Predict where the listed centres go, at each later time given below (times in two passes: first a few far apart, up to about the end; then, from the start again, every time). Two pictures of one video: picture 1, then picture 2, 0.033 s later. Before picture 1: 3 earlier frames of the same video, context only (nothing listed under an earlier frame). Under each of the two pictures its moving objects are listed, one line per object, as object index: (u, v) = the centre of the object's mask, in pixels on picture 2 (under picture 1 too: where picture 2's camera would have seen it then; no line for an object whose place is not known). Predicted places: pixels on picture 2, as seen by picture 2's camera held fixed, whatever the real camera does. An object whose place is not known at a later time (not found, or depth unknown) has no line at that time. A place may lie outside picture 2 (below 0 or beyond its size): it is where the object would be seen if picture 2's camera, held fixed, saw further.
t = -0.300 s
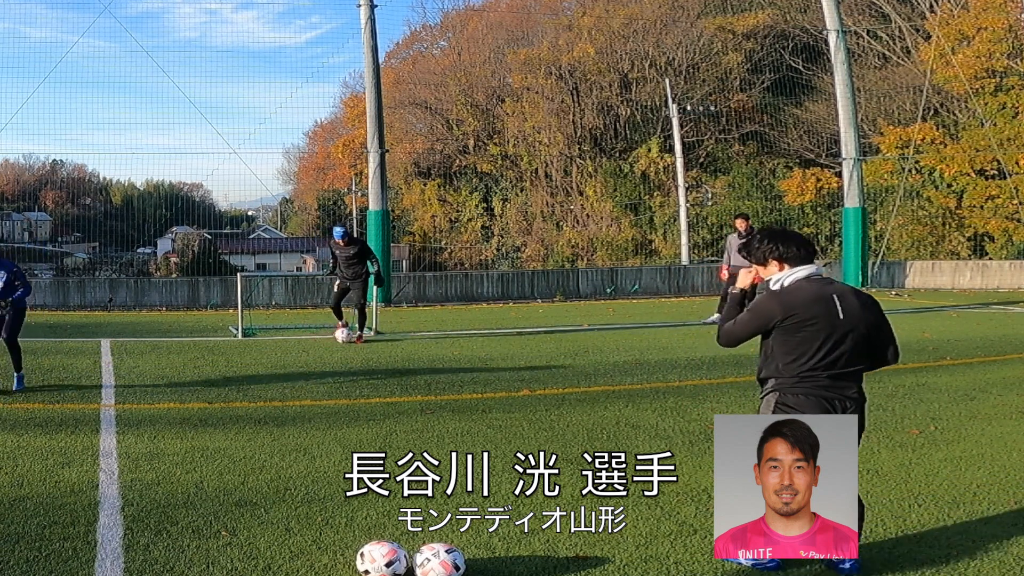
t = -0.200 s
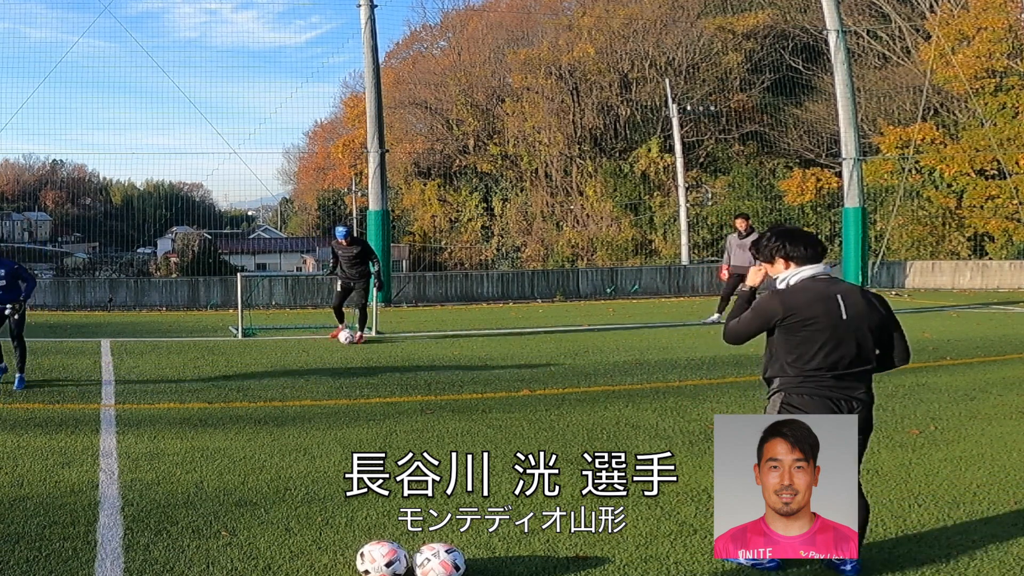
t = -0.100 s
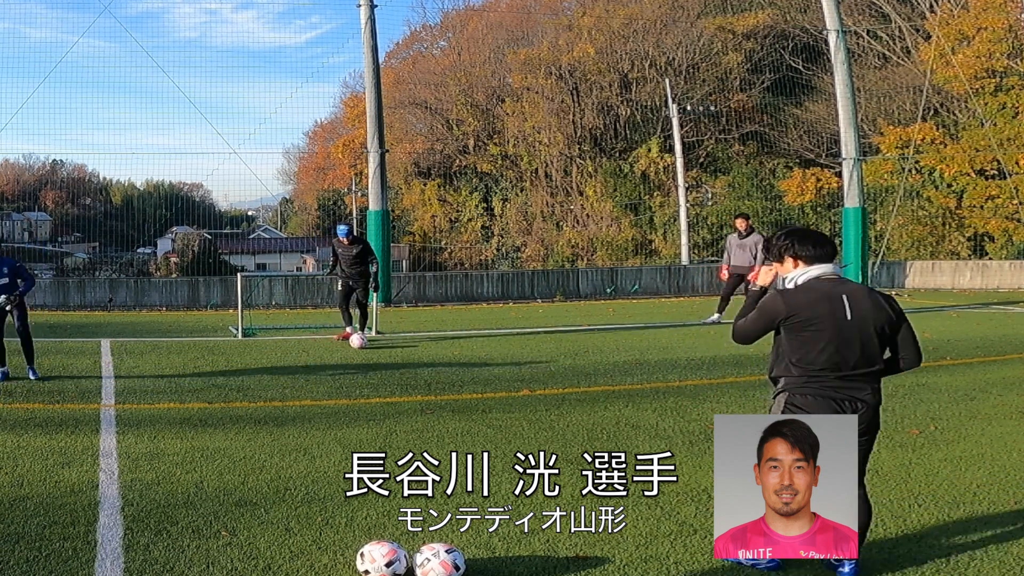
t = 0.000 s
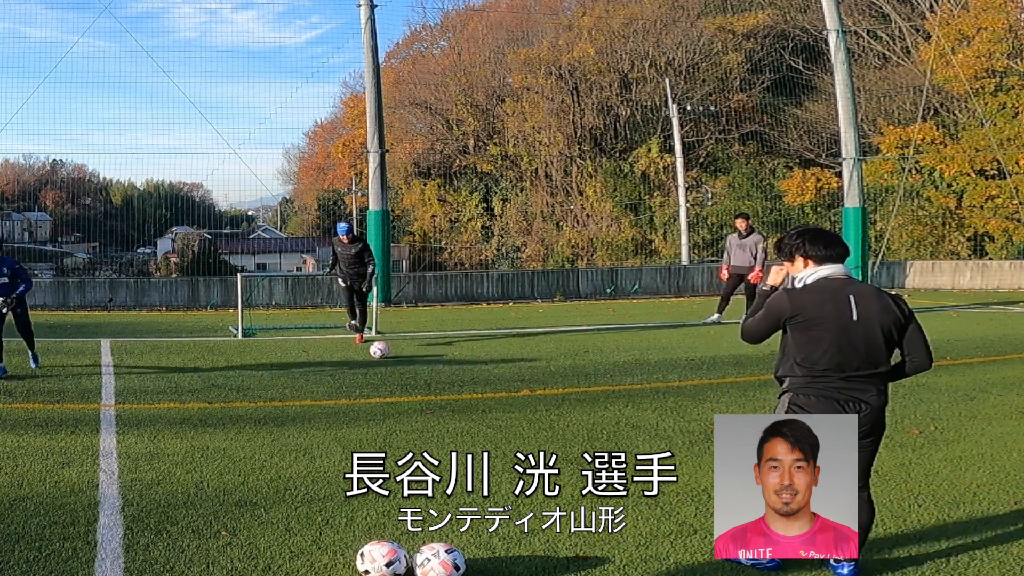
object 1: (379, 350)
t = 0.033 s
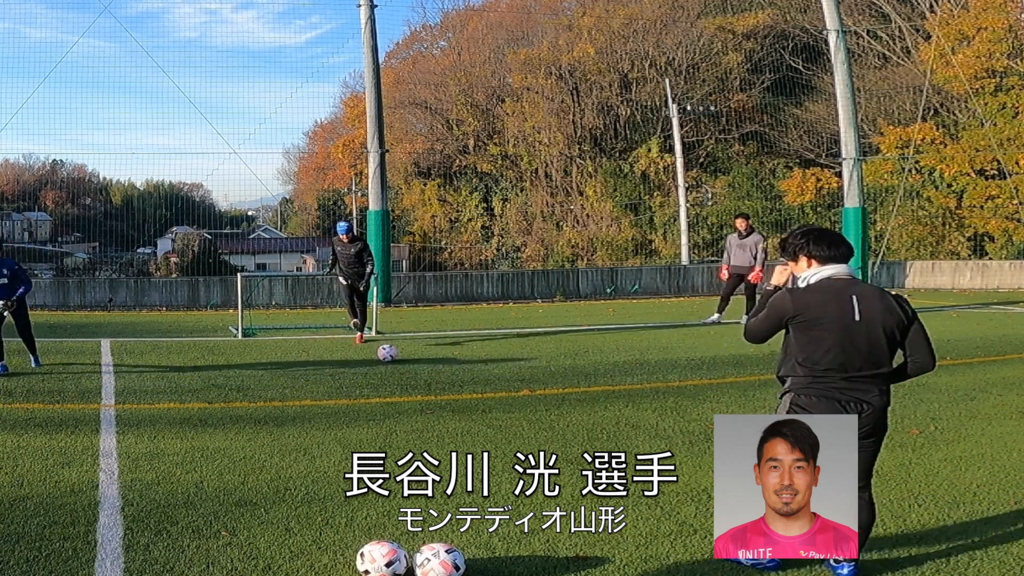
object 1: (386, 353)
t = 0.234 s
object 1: (437, 374)
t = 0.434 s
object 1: (496, 397)
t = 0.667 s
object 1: (576, 427)
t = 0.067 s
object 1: (395, 356)
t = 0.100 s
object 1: (402, 359)
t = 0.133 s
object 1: (411, 363)
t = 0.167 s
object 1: (419, 366)
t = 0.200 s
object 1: (428, 370)
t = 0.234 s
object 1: (437, 374)
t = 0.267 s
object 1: (446, 377)
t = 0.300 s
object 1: (456, 381)
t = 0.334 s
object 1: (465, 385)
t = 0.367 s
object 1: (475, 389)
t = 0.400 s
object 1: (486, 393)
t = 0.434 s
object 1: (496, 397)
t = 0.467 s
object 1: (507, 402)
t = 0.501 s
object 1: (518, 405)
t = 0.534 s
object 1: (529, 409)
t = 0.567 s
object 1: (541, 414)
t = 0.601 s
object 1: (552, 419)
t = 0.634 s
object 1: (564, 422)
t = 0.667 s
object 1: (576, 427)
